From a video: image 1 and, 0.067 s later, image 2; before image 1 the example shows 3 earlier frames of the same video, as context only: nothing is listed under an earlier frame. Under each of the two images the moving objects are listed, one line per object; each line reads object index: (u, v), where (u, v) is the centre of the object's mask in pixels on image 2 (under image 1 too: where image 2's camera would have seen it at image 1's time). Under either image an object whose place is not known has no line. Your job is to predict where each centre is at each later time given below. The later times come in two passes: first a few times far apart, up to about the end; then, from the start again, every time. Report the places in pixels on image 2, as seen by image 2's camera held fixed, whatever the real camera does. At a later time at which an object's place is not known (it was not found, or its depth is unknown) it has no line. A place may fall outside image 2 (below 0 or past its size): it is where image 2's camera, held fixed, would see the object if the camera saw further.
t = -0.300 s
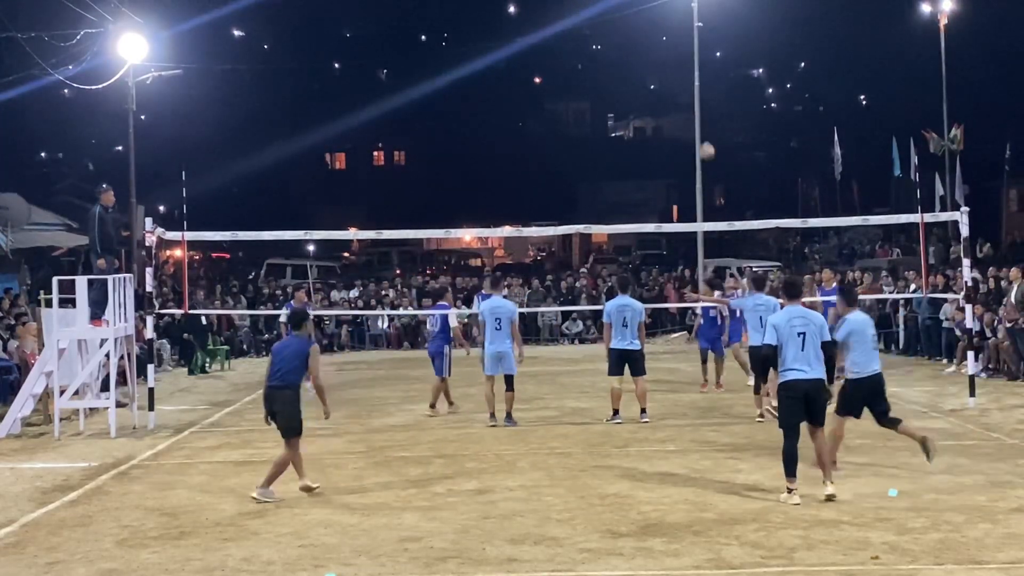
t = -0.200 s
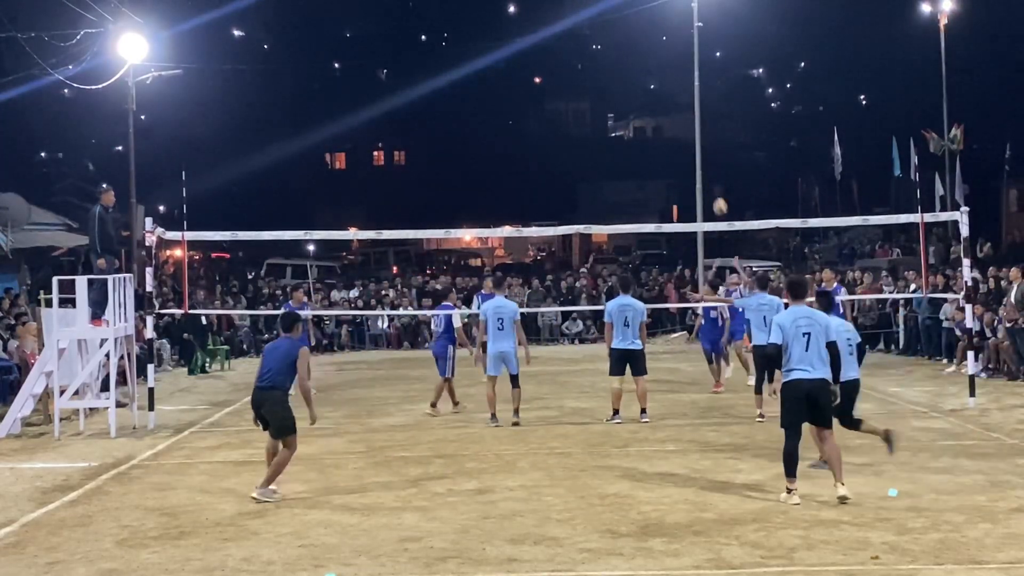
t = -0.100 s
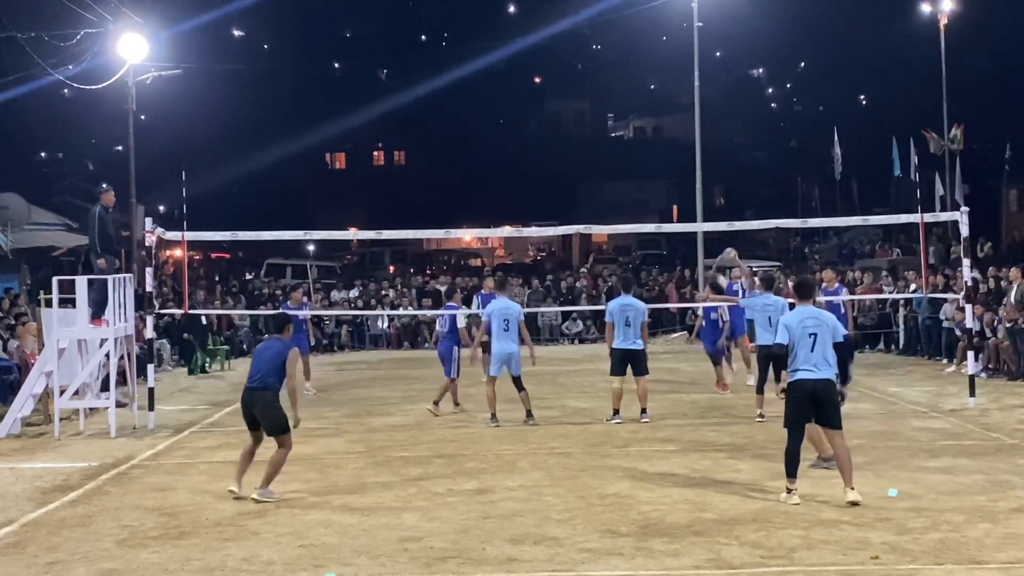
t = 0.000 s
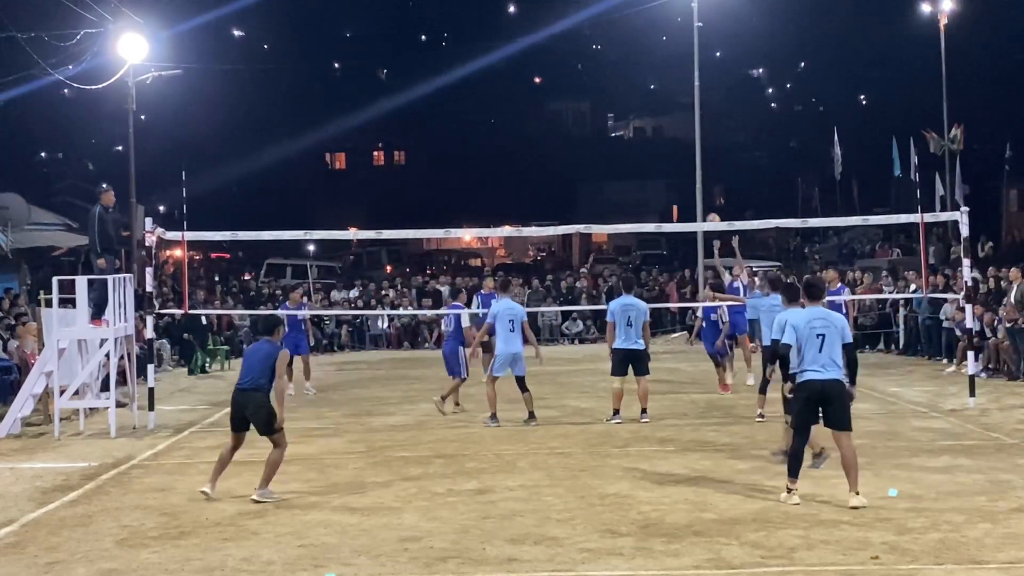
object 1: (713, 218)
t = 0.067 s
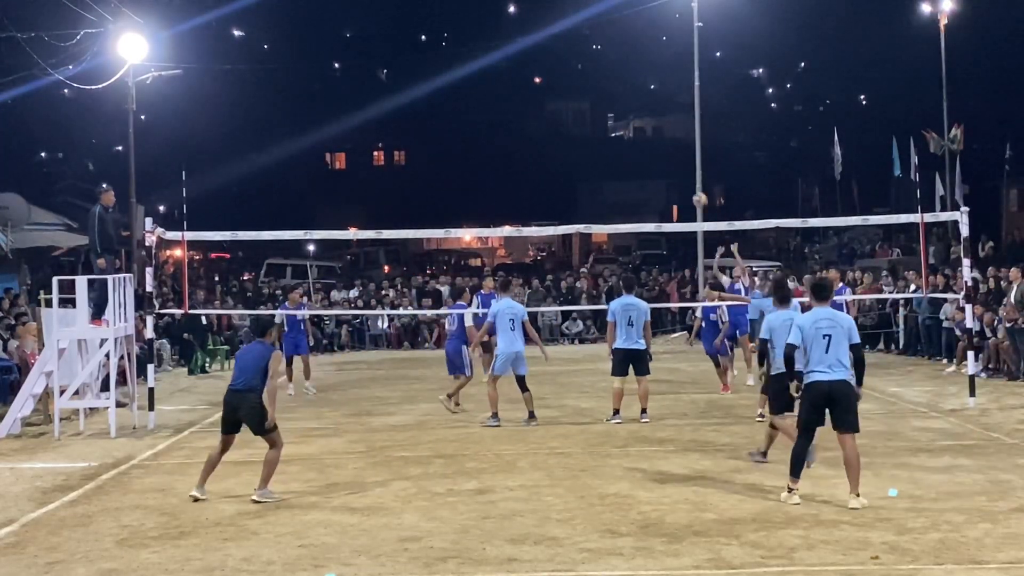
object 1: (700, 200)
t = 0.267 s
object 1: (661, 153)
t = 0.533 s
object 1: (610, 131)
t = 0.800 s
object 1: (559, 159)
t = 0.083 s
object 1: (696, 195)
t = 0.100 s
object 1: (693, 190)
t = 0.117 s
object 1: (689, 186)
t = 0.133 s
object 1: (687, 181)
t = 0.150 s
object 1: (683, 178)
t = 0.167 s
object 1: (680, 174)
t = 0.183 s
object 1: (677, 170)
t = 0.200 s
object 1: (674, 166)
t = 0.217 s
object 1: (670, 163)
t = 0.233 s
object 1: (667, 159)
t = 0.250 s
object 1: (664, 156)
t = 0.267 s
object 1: (661, 153)
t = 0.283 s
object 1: (657, 151)
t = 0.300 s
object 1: (654, 148)
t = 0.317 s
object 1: (651, 145)
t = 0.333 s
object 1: (648, 143)
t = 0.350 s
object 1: (645, 141)
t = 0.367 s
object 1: (642, 139)
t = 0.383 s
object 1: (638, 138)
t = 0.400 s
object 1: (635, 136)
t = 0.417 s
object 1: (632, 135)
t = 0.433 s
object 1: (629, 134)
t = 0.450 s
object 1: (626, 133)
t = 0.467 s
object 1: (622, 132)
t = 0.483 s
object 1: (619, 132)
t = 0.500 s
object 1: (616, 131)
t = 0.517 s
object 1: (613, 131)
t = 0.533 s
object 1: (610, 131)
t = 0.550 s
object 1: (606, 131)
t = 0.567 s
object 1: (603, 132)
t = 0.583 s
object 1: (600, 132)
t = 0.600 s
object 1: (597, 133)
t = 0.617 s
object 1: (593, 134)
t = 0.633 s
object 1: (590, 136)
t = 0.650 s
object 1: (587, 137)
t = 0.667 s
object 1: (584, 138)
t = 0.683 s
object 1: (581, 140)
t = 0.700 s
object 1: (578, 142)
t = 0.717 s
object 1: (574, 144)
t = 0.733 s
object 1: (571, 147)
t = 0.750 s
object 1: (568, 150)
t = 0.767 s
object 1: (565, 152)
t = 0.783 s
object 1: (562, 155)
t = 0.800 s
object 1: (559, 159)
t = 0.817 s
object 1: (555, 162)
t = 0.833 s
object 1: (552, 166)
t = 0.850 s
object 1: (549, 170)
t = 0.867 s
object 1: (546, 174)
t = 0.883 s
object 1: (543, 178)
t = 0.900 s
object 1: (540, 183)
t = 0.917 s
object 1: (537, 188)
